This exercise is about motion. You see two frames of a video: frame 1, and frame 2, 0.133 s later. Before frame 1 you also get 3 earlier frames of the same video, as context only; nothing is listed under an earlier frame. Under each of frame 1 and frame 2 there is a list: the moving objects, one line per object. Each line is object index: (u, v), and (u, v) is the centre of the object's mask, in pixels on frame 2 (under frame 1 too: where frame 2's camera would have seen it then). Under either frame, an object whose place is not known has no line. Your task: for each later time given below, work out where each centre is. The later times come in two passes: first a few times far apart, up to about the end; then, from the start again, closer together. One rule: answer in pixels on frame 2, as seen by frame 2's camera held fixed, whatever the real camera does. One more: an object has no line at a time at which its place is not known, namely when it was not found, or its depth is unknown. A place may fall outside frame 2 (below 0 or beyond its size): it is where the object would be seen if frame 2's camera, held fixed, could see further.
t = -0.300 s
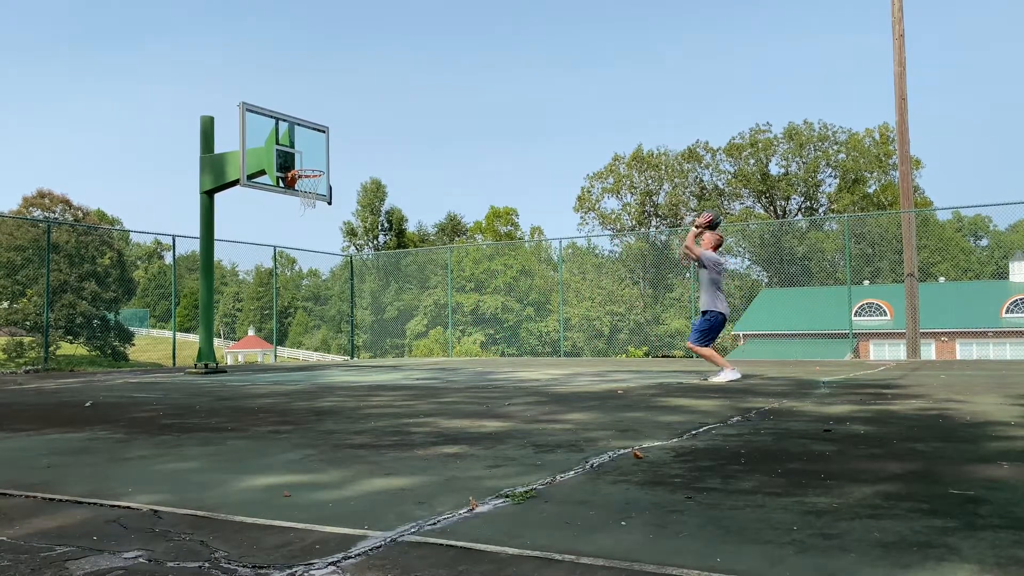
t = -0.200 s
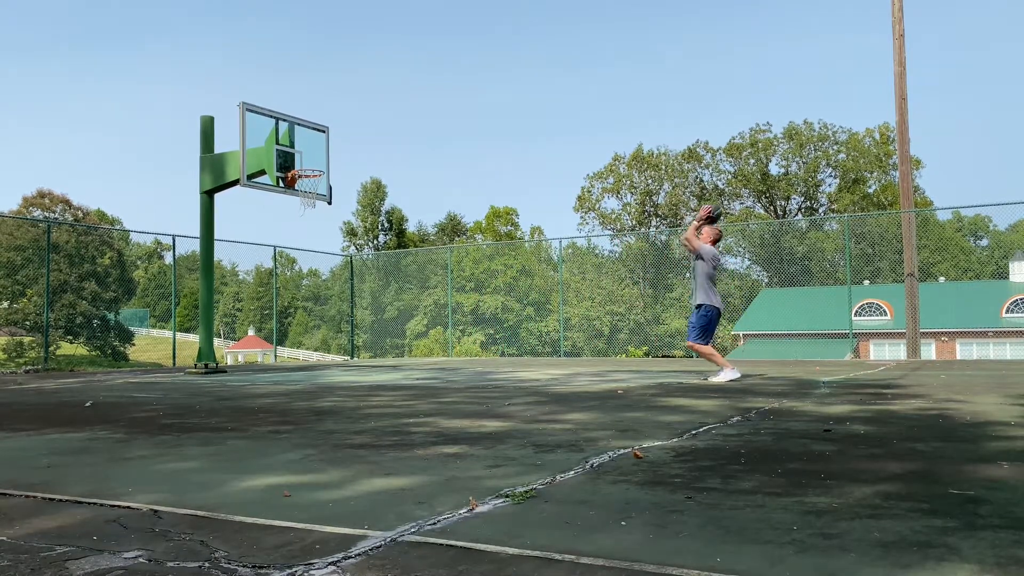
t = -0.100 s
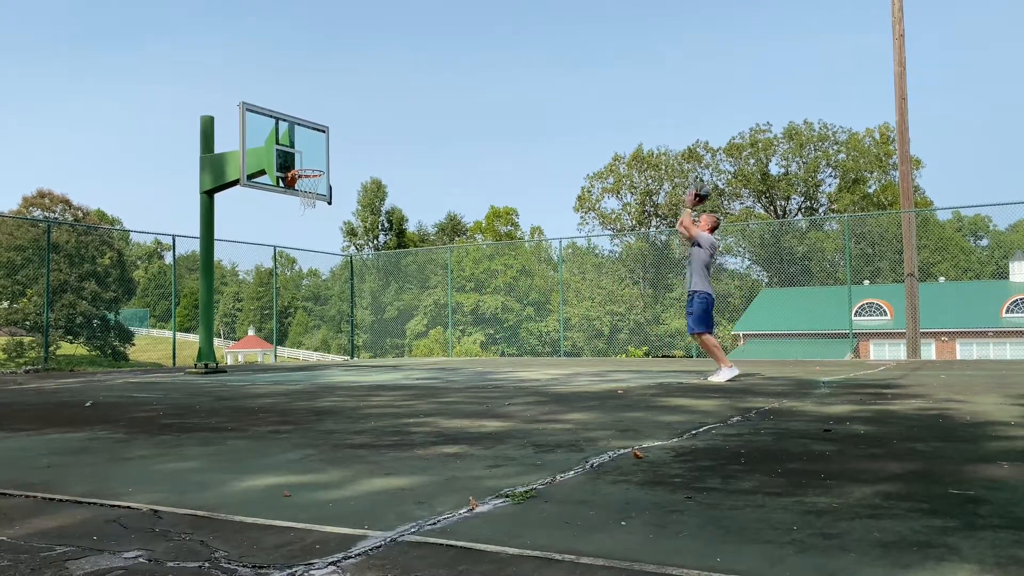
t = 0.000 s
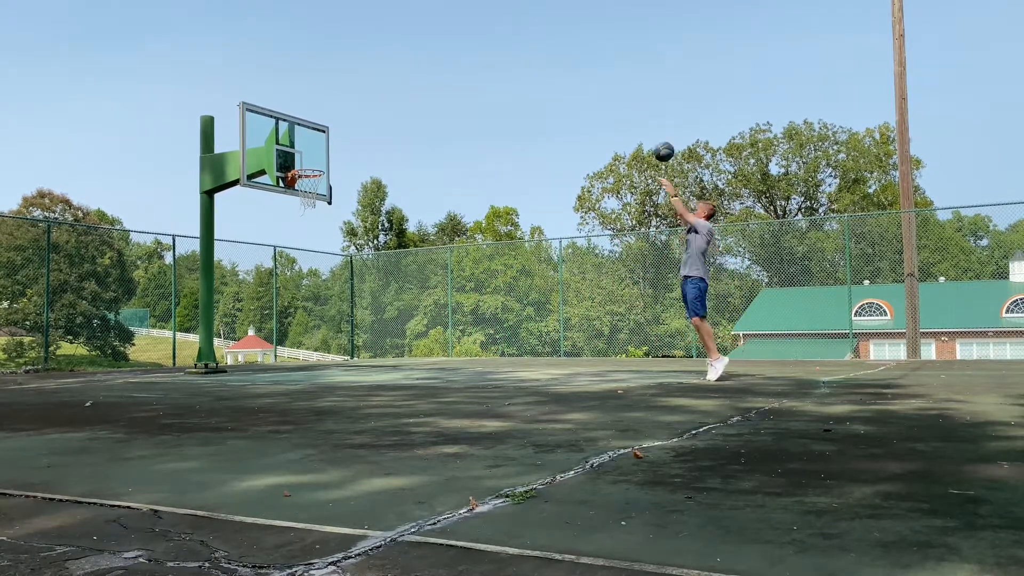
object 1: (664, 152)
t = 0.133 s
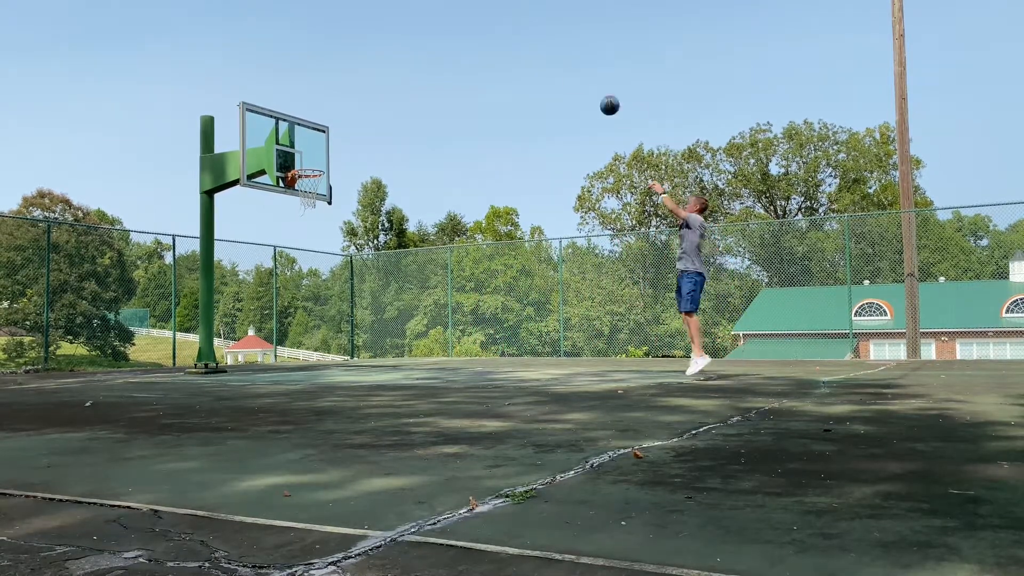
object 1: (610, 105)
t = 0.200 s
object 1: (584, 88)
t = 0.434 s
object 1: (504, 59)
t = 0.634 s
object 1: (442, 66)
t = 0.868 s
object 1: (379, 108)
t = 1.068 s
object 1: (328, 169)
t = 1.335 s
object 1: (397, 237)
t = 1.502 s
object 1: (440, 302)
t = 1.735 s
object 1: (496, 339)
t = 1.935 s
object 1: (537, 299)
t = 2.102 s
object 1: (573, 287)
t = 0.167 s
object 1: (597, 96)
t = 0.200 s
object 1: (584, 88)
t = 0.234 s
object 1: (572, 81)
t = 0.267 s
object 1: (560, 75)
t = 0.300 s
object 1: (548, 70)
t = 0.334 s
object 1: (537, 66)
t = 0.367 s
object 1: (526, 63)
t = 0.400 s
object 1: (515, 60)
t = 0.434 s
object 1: (504, 59)
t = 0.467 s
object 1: (493, 58)
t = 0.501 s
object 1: (482, 58)
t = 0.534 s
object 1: (472, 59)
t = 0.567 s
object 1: (462, 61)
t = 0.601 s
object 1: (452, 63)
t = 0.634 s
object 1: (442, 66)
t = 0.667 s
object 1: (433, 70)
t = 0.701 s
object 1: (423, 75)
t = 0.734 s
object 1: (414, 80)
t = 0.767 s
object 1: (405, 86)
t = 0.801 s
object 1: (396, 93)
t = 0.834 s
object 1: (387, 100)
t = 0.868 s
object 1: (379, 108)
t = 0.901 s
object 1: (370, 117)
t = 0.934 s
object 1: (361, 126)
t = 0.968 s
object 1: (353, 136)
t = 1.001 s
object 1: (345, 146)
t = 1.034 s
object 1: (337, 157)
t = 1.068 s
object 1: (328, 169)
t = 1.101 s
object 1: (332, 175)
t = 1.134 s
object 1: (341, 182)
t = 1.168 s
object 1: (350, 189)
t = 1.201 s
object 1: (359, 197)
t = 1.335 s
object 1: (397, 237)
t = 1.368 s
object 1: (404, 248)
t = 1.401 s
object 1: (414, 260)
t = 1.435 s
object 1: (423, 274)
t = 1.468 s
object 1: (431, 288)
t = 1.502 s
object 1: (440, 302)
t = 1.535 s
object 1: (449, 318)
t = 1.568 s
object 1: (457, 334)
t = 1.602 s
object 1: (466, 351)
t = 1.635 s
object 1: (474, 365)
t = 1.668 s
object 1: (482, 357)
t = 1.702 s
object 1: (488, 347)
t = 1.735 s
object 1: (496, 339)
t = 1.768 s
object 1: (502, 331)
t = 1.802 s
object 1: (508, 322)
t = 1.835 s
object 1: (516, 315)
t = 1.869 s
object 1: (524, 309)
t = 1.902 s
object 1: (530, 304)
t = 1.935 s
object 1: (537, 299)
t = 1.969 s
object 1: (544, 296)
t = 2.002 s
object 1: (552, 294)
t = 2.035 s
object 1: (558, 290)
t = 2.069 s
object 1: (566, 288)
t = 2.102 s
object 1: (573, 287)
